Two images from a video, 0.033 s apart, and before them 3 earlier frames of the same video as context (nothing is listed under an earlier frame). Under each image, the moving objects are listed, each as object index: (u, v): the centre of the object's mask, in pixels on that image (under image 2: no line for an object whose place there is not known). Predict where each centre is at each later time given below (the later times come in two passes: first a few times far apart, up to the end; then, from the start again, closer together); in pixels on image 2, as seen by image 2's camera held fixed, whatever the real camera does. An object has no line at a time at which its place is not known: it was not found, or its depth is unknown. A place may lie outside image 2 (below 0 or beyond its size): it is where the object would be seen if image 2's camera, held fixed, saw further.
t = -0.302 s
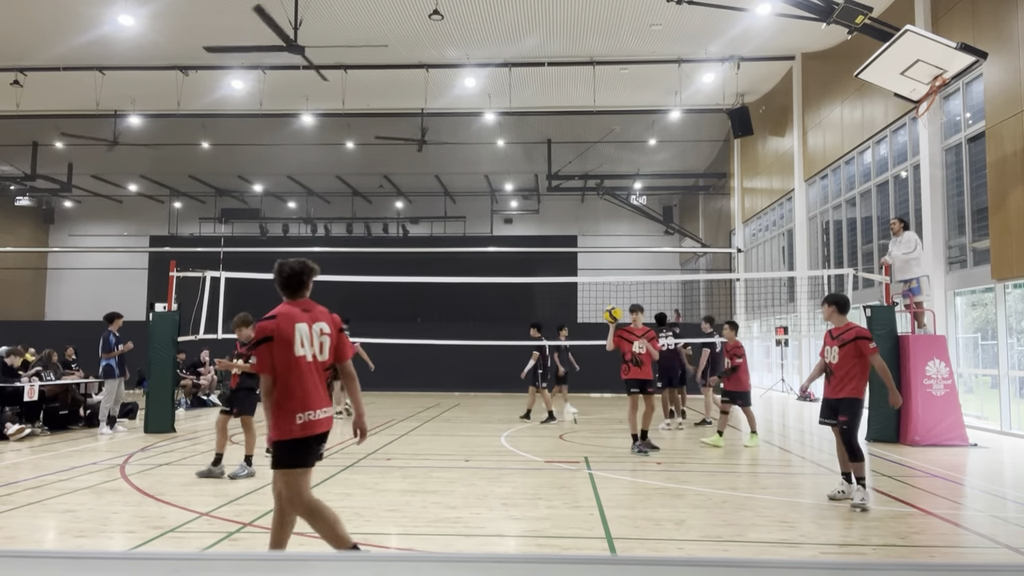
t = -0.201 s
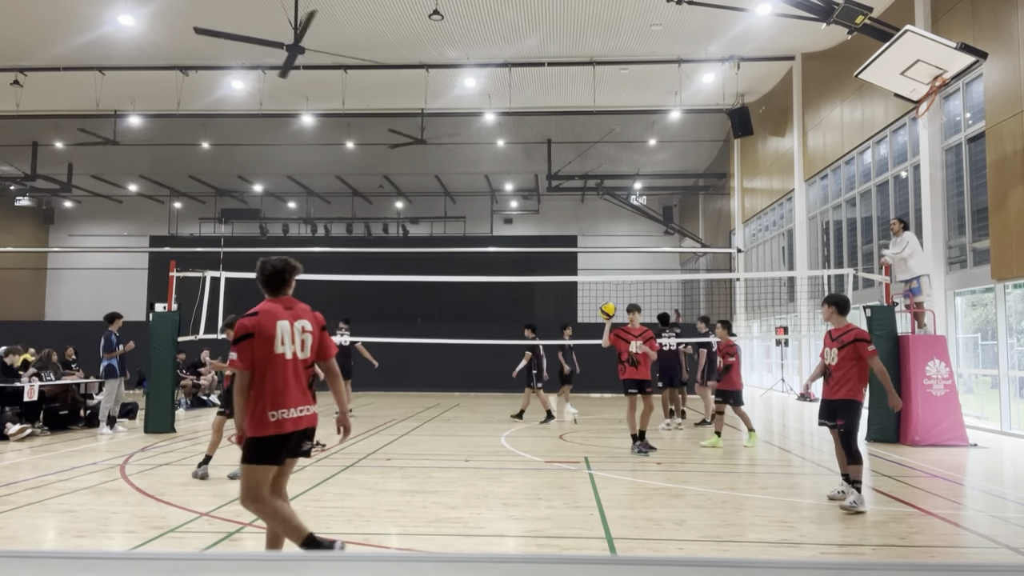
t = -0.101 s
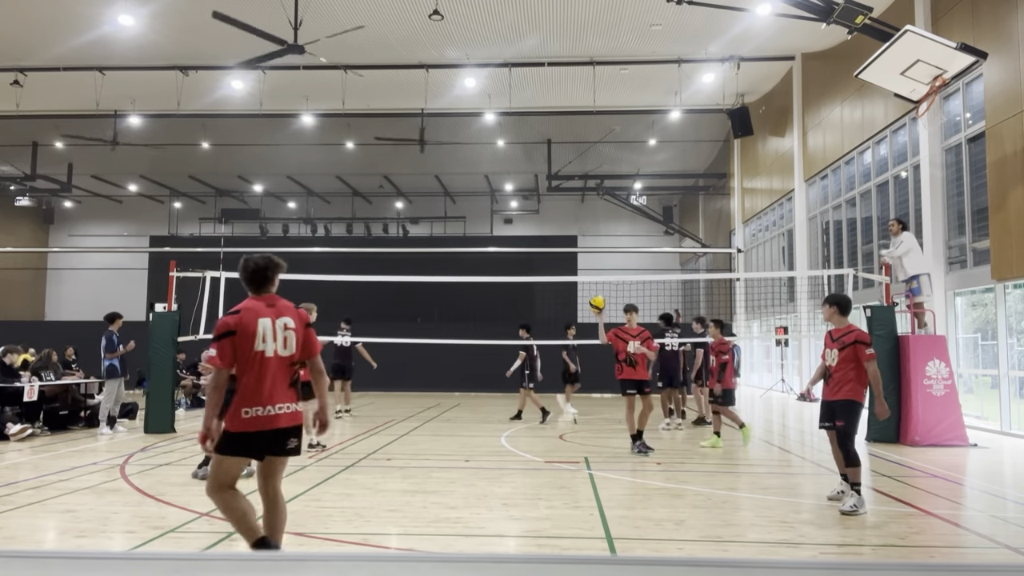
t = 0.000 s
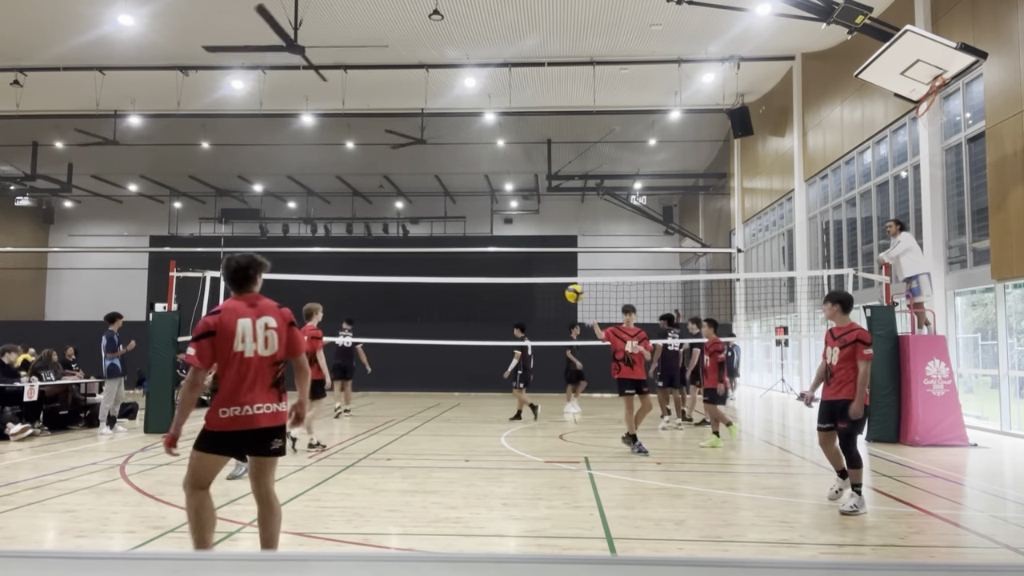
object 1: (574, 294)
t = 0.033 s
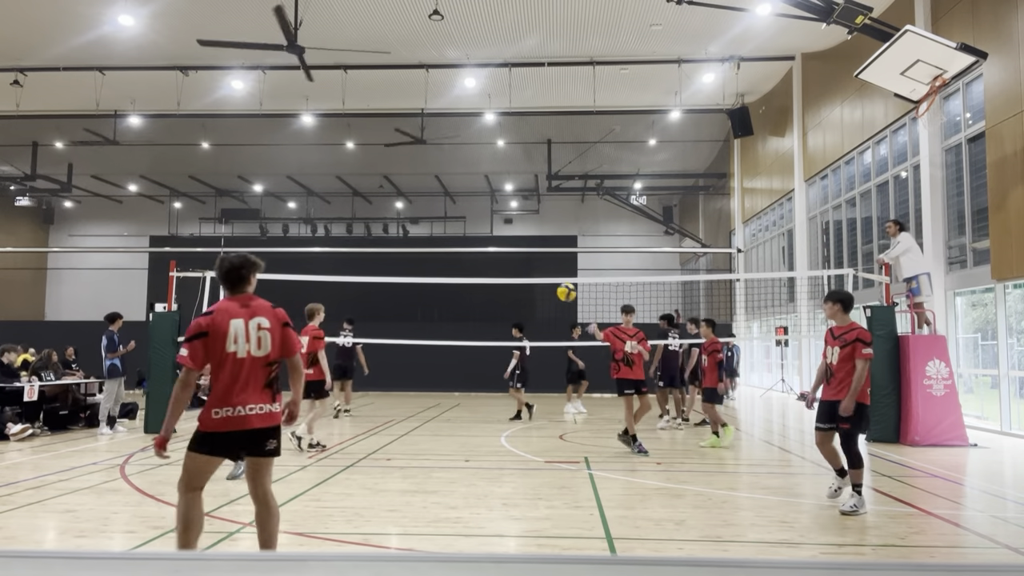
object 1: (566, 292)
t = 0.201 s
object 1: (522, 300)
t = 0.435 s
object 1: (447, 357)
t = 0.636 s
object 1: (366, 467)
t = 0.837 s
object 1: (307, 425)
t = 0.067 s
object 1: (558, 292)
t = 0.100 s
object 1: (549, 292)
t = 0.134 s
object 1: (540, 294)
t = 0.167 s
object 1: (531, 296)
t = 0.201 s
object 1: (522, 300)
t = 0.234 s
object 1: (512, 304)
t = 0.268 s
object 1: (502, 310)
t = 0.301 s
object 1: (492, 317)
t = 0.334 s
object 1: (481, 325)
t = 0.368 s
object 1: (470, 334)
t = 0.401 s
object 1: (458, 345)
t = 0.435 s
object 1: (447, 357)
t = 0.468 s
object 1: (434, 371)
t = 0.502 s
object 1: (423, 385)
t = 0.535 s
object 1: (409, 402)
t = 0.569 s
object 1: (395, 421)
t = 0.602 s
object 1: (381, 442)
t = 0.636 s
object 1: (366, 467)
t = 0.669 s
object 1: (351, 491)
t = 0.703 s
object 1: (339, 489)
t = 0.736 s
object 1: (331, 472)
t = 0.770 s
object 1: (323, 455)
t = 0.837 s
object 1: (307, 425)
